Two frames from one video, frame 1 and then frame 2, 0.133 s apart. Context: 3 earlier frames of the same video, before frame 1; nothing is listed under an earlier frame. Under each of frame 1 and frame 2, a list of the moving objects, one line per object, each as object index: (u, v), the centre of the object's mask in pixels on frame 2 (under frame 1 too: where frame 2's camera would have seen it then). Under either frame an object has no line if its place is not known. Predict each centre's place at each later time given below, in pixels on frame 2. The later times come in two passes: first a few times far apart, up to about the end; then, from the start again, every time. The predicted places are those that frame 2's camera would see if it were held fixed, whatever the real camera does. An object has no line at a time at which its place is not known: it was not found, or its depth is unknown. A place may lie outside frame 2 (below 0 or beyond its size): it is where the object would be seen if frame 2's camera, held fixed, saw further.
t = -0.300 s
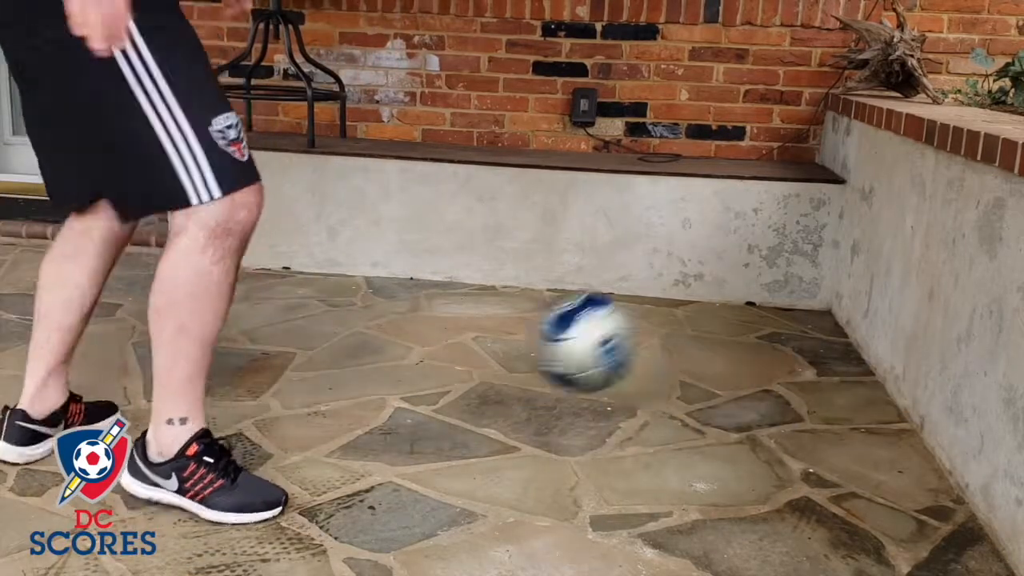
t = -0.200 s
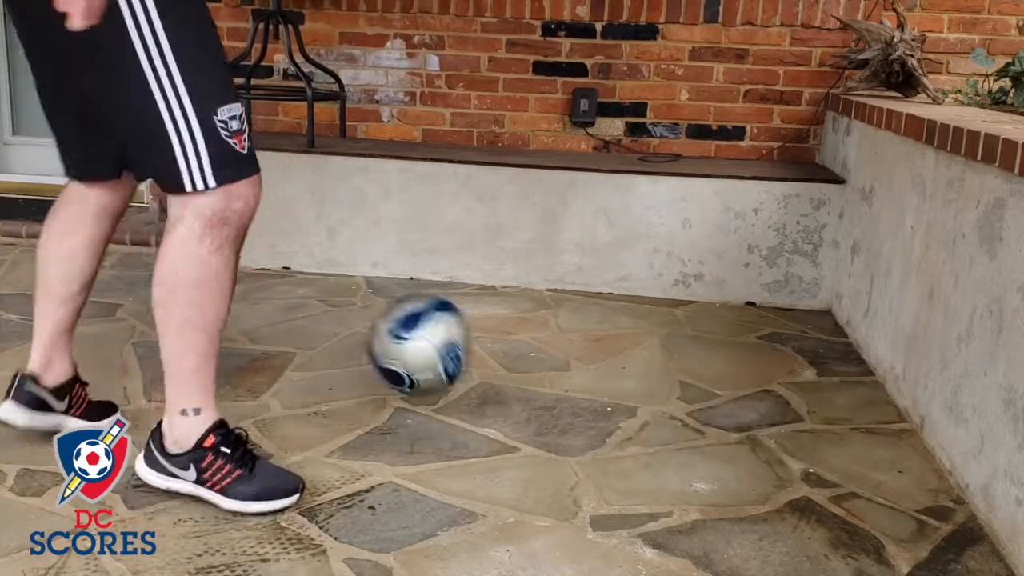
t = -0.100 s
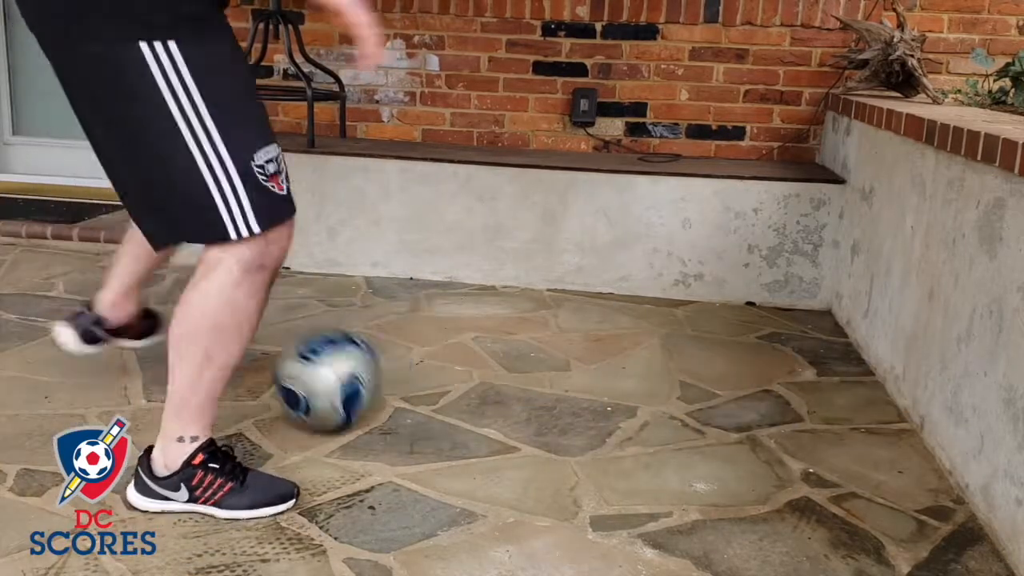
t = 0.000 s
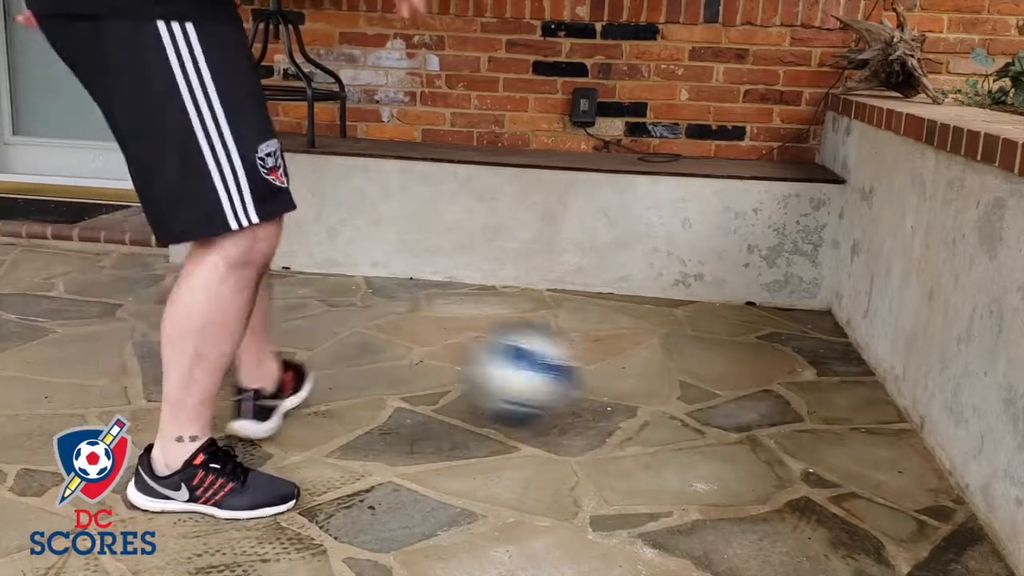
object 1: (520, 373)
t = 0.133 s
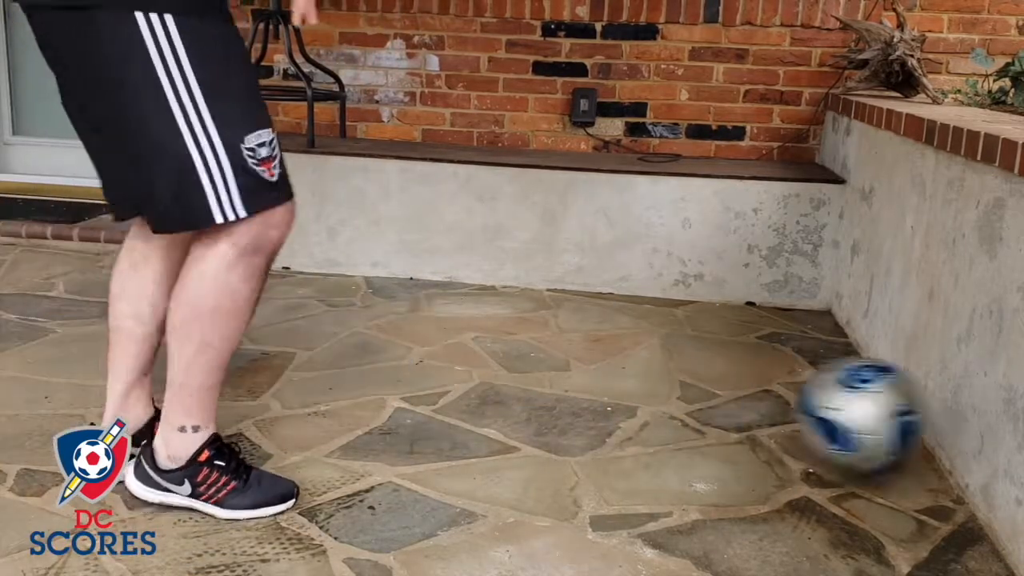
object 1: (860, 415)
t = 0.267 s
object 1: (611, 423)
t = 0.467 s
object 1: (356, 425)
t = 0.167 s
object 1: (775, 425)
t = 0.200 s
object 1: (697, 442)
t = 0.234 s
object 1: (656, 421)
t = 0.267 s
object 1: (611, 423)
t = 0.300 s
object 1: (570, 435)
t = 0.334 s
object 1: (531, 421)
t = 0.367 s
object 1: (486, 427)
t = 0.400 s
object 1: (442, 421)
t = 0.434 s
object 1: (398, 425)
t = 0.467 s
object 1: (356, 425)
